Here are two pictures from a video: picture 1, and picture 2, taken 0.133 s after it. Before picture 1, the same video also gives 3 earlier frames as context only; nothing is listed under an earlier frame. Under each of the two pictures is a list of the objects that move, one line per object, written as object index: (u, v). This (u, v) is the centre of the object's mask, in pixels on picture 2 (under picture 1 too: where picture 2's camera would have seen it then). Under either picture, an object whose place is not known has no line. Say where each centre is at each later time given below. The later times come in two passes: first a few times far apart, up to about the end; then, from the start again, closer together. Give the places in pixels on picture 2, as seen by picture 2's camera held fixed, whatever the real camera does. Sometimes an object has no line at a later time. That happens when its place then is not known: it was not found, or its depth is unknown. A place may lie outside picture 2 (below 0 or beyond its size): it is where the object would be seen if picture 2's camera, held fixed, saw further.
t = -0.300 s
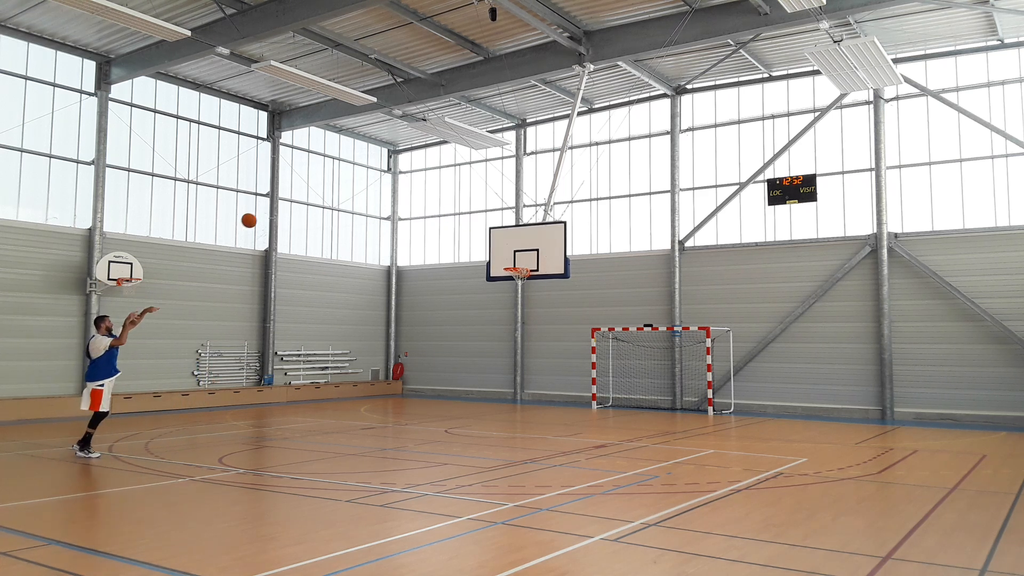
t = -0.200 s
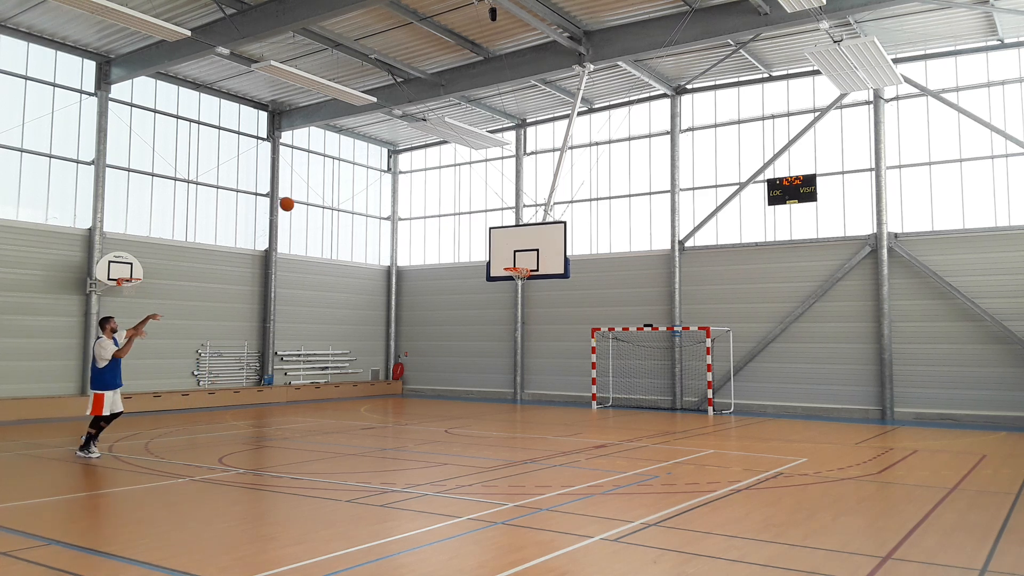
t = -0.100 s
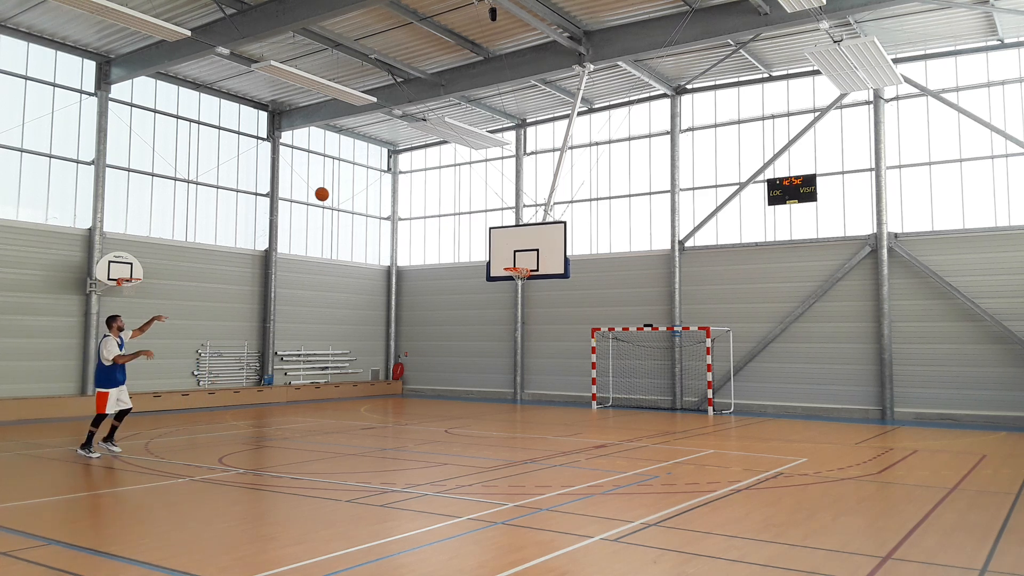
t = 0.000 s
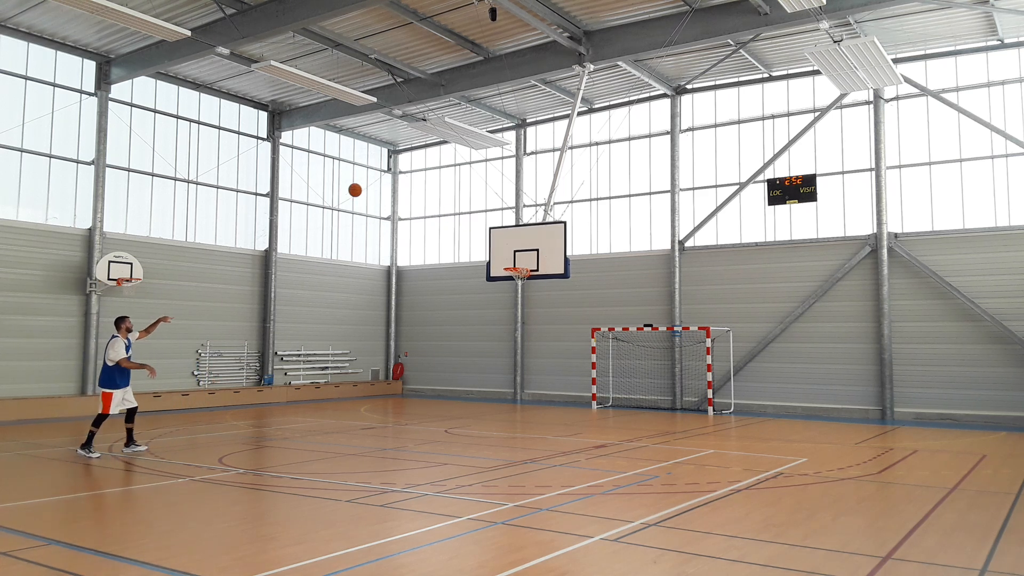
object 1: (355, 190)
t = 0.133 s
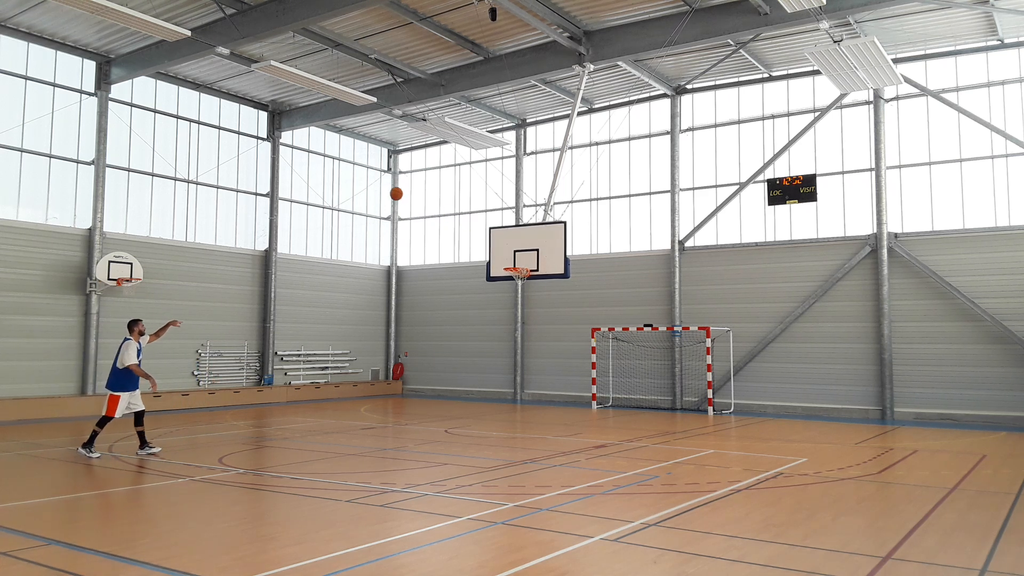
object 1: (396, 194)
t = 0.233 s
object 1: (426, 202)
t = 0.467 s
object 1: (489, 242)
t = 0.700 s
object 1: (521, 242)
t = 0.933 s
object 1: (539, 229)
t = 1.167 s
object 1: (557, 246)
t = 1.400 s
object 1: (576, 295)
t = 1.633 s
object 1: (595, 381)
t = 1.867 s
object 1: (616, 399)
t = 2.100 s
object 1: (640, 331)
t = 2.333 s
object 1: (664, 296)
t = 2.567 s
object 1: (691, 295)
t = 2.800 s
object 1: (719, 331)
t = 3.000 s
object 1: (744, 395)
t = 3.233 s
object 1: (773, 423)
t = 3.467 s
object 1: (802, 363)
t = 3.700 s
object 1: (834, 341)
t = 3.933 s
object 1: (868, 359)
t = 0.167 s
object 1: (406, 196)
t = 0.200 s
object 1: (416, 199)
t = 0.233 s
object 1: (426, 202)
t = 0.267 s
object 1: (435, 206)
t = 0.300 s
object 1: (444, 211)
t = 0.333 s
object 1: (453, 216)
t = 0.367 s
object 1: (462, 222)
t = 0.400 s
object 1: (471, 228)
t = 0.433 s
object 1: (480, 234)
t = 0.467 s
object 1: (489, 242)
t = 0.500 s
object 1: (497, 249)
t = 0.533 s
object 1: (506, 257)
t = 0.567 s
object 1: (512, 262)
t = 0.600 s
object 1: (514, 256)
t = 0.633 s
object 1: (517, 251)
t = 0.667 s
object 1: (519, 246)
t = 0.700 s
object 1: (521, 242)
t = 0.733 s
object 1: (524, 239)
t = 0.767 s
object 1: (526, 236)
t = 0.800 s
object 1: (528, 234)
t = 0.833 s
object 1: (531, 232)
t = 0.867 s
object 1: (534, 230)
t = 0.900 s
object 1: (536, 230)
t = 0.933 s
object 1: (539, 229)
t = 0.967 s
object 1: (541, 230)
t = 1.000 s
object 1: (543, 231)
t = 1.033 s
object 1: (546, 233)
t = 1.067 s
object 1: (548, 235)
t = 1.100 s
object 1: (551, 238)
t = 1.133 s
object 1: (554, 242)
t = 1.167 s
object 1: (557, 246)
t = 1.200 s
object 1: (559, 251)
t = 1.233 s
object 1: (562, 257)
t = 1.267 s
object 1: (565, 263)
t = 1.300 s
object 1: (567, 270)
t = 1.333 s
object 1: (570, 277)
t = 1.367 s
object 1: (573, 286)
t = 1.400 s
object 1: (576, 295)
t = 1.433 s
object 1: (578, 305)
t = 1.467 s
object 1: (581, 316)
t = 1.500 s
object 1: (584, 327)
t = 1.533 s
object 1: (586, 339)
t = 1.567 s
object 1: (589, 352)
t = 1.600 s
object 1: (592, 366)
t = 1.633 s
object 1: (595, 381)
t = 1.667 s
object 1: (598, 396)
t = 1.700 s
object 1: (600, 413)
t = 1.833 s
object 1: (613, 412)
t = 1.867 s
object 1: (616, 399)
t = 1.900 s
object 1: (619, 387)
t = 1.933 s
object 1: (623, 377)
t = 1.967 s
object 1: (626, 366)
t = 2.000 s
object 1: (629, 357)
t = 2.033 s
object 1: (633, 347)
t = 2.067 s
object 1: (636, 339)
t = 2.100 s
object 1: (640, 331)
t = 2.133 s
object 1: (643, 324)
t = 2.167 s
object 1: (647, 318)
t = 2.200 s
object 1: (650, 312)
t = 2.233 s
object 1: (654, 307)
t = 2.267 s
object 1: (657, 303)
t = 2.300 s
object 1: (661, 299)
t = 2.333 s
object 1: (664, 296)
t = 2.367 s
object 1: (668, 294)
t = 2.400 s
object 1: (672, 292)
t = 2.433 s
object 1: (676, 291)
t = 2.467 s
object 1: (679, 291)
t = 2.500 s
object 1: (683, 292)
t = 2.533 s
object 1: (687, 293)
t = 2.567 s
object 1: (691, 295)
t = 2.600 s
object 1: (695, 298)
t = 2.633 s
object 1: (699, 302)
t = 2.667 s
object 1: (702, 306)
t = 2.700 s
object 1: (706, 311)
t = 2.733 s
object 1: (710, 317)
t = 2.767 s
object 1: (715, 324)
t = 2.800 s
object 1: (719, 331)
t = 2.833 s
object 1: (723, 340)
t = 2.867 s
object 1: (727, 349)
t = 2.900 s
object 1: (731, 359)
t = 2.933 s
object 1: (735, 370)
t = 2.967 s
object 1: (740, 382)
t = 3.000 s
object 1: (744, 395)
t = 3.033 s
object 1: (749, 409)
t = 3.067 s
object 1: (753, 423)
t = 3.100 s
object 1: (757, 439)
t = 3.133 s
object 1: (762, 456)
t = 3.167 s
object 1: (765, 447)
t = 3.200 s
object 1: (769, 435)
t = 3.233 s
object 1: (773, 423)
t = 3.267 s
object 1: (777, 412)
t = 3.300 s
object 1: (781, 402)
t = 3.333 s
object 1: (785, 393)
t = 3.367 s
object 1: (790, 384)
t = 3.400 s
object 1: (794, 376)
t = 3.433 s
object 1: (798, 369)
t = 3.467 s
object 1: (802, 363)
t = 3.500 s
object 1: (807, 357)
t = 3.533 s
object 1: (811, 352)
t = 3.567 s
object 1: (815, 348)
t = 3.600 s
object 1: (820, 345)
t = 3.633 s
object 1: (824, 343)
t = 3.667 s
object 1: (829, 341)
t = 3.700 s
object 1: (834, 341)
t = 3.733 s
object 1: (838, 341)
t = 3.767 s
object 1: (843, 342)
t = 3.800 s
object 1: (848, 343)
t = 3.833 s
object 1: (853, 346)
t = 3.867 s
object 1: (858, 349)
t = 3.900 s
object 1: (863, 354)
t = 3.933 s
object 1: (868, 359)
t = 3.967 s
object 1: (873, 366)
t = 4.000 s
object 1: (878, 373)
